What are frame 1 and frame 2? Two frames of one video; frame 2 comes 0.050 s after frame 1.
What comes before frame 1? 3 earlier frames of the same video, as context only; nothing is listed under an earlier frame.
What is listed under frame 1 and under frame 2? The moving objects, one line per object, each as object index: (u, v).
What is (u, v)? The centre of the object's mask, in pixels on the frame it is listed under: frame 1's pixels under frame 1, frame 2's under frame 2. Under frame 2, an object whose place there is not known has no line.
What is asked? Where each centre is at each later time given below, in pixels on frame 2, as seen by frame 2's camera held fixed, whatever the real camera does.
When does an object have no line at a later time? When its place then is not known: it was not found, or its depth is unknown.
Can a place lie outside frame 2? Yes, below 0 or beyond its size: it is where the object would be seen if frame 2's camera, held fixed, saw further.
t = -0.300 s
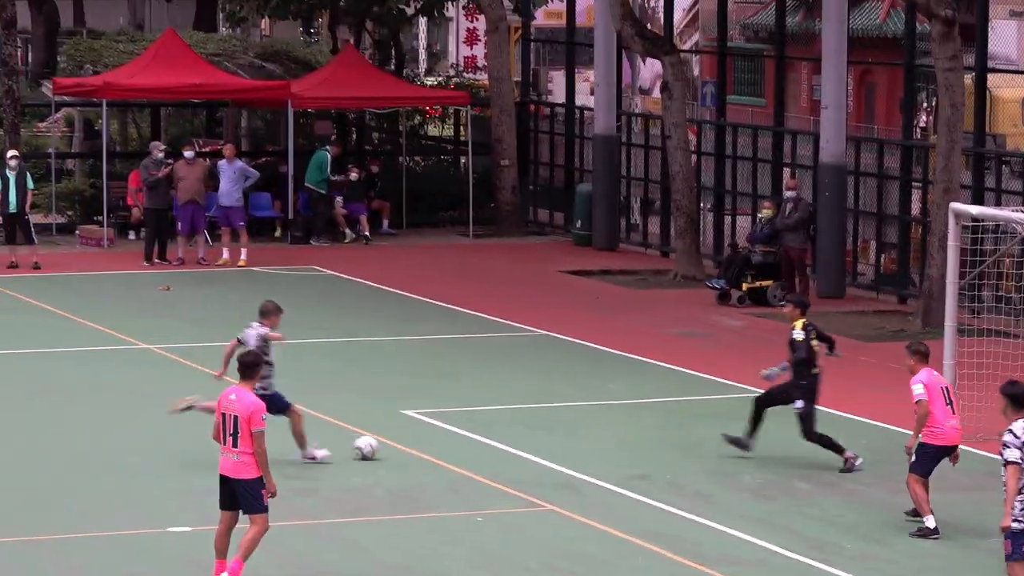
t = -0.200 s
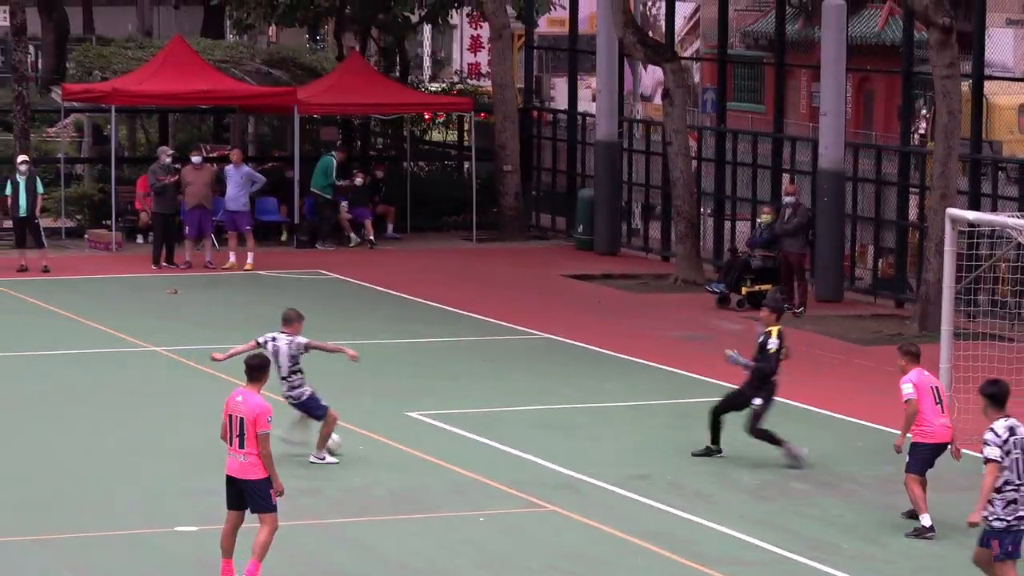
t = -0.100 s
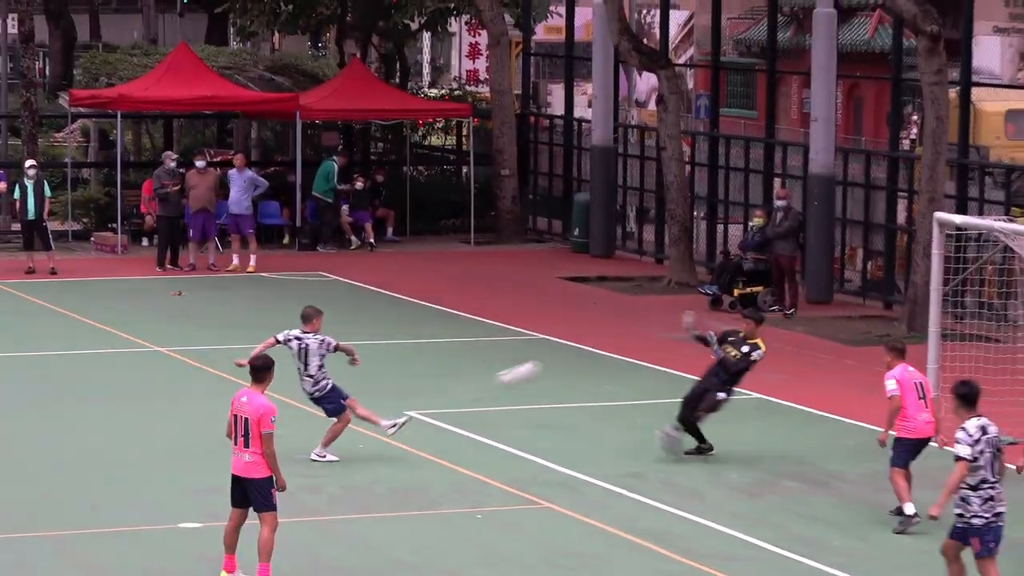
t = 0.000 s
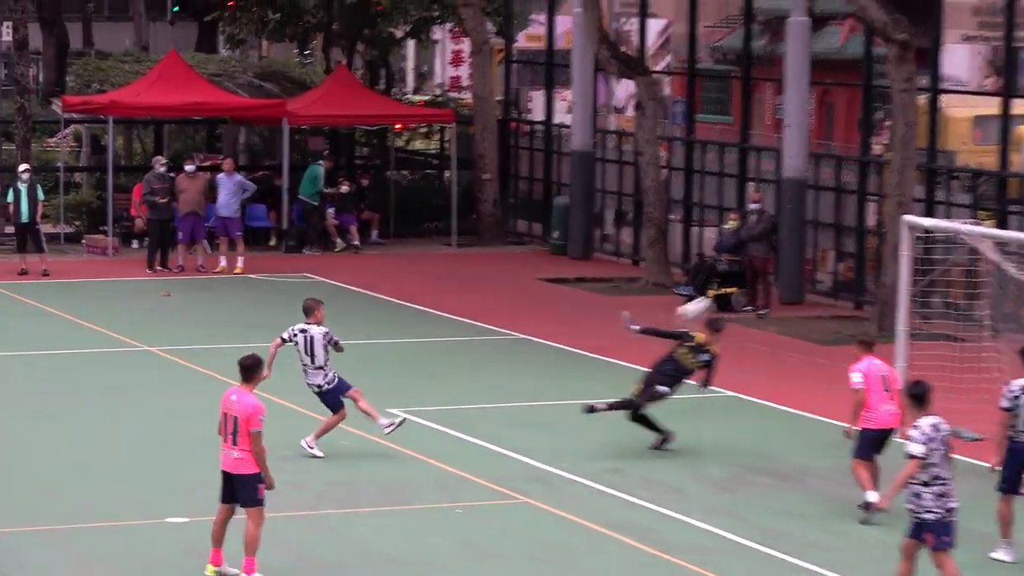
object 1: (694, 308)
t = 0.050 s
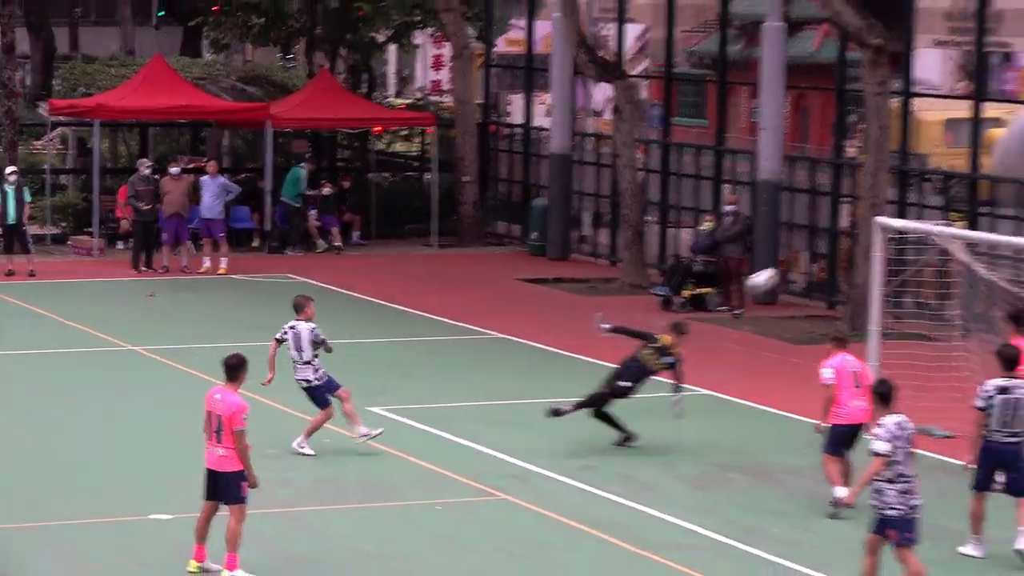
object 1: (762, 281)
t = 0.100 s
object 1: (851, 254)
